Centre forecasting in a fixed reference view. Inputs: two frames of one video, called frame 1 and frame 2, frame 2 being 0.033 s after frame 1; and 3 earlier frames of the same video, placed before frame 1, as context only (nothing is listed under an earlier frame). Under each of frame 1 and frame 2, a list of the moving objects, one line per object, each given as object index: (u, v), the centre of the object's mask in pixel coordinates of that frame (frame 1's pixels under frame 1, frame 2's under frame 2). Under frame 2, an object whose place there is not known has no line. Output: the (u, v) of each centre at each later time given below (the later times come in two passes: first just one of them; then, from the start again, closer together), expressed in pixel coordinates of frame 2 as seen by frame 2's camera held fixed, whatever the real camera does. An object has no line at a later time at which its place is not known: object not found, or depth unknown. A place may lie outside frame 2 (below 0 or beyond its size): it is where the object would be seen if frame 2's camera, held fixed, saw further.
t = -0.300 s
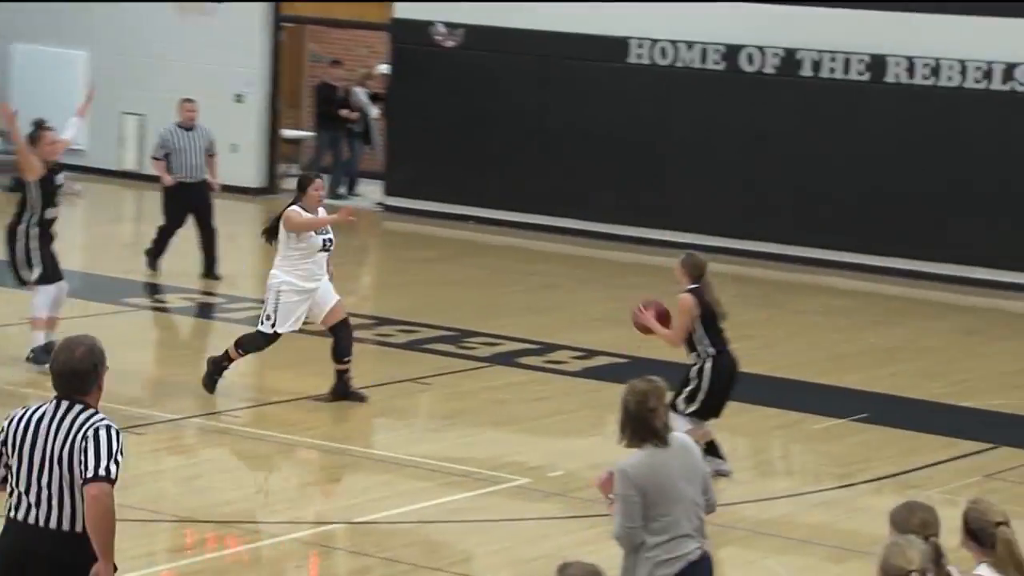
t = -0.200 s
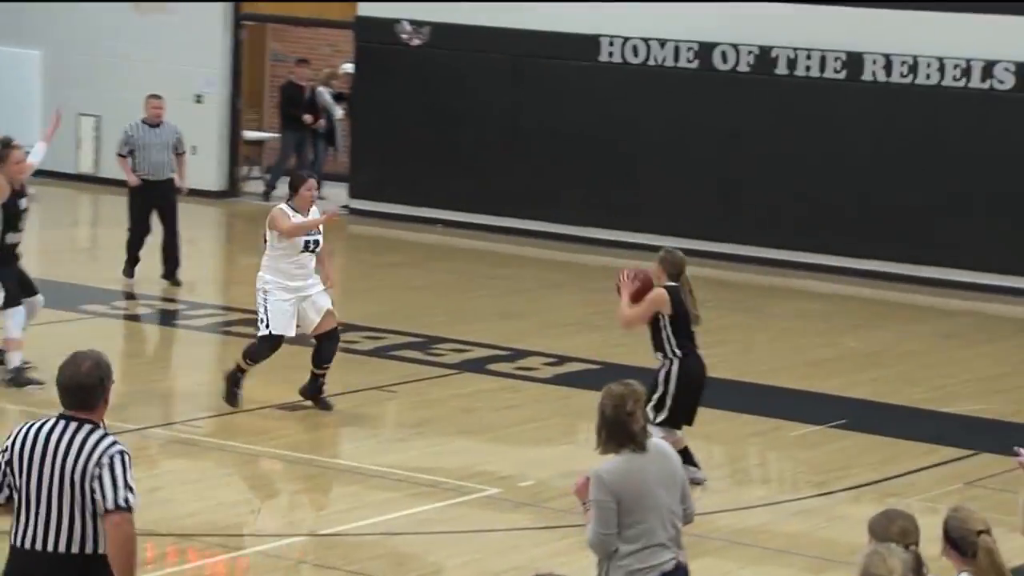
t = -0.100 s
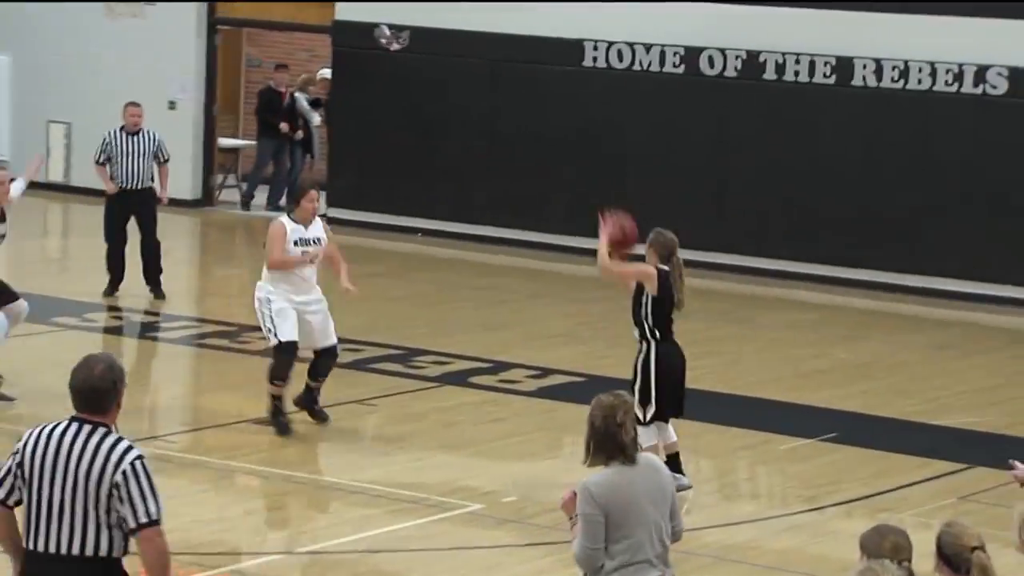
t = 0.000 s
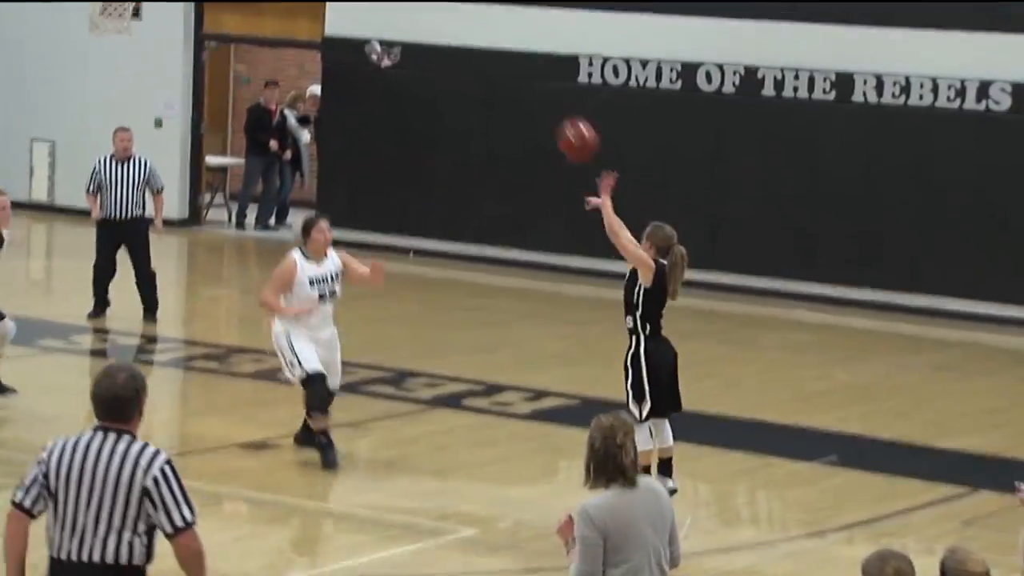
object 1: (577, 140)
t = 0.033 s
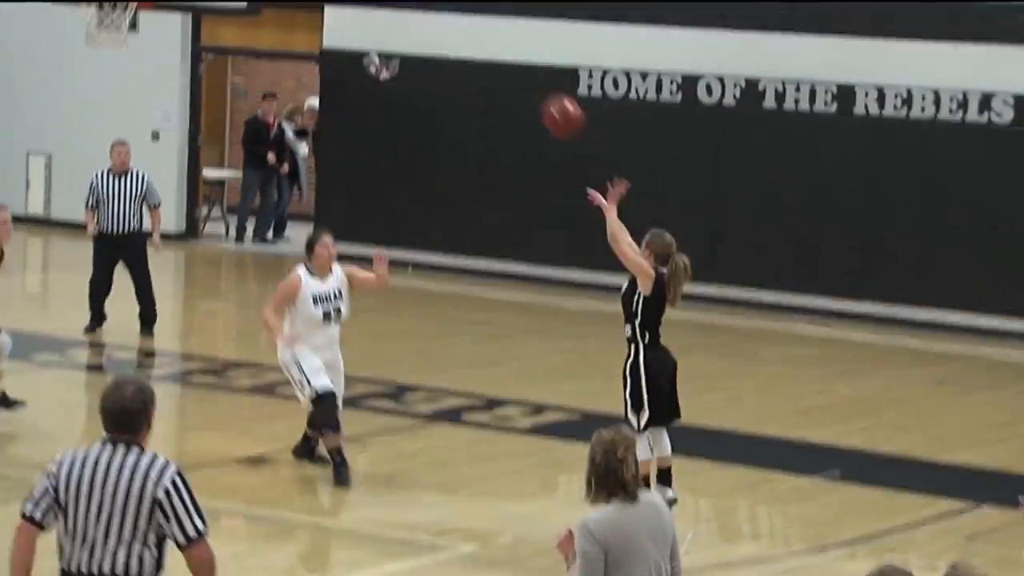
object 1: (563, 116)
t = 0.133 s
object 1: (518, 18)
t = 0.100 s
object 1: (533, 49)
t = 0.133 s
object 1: (518, 18)
